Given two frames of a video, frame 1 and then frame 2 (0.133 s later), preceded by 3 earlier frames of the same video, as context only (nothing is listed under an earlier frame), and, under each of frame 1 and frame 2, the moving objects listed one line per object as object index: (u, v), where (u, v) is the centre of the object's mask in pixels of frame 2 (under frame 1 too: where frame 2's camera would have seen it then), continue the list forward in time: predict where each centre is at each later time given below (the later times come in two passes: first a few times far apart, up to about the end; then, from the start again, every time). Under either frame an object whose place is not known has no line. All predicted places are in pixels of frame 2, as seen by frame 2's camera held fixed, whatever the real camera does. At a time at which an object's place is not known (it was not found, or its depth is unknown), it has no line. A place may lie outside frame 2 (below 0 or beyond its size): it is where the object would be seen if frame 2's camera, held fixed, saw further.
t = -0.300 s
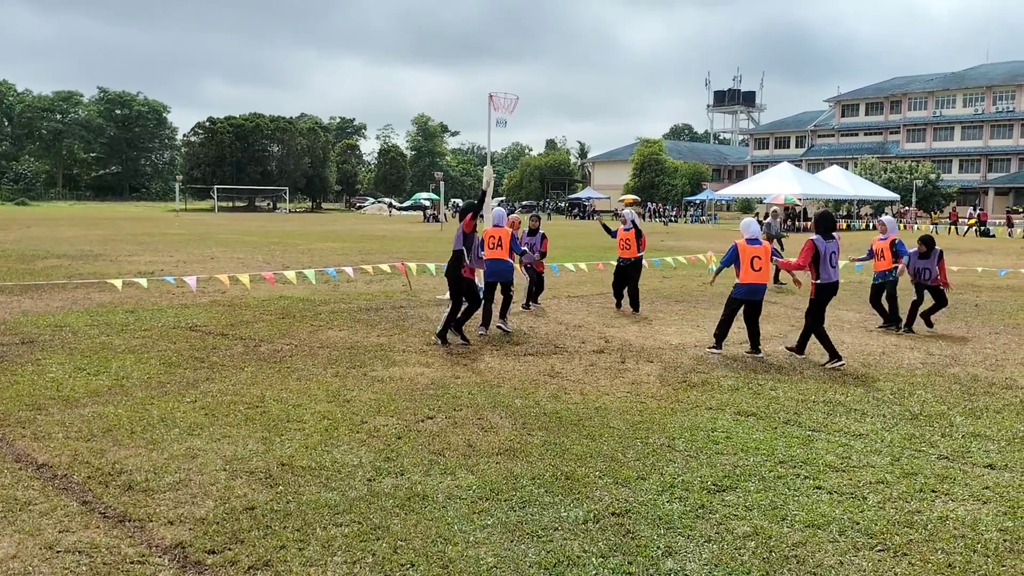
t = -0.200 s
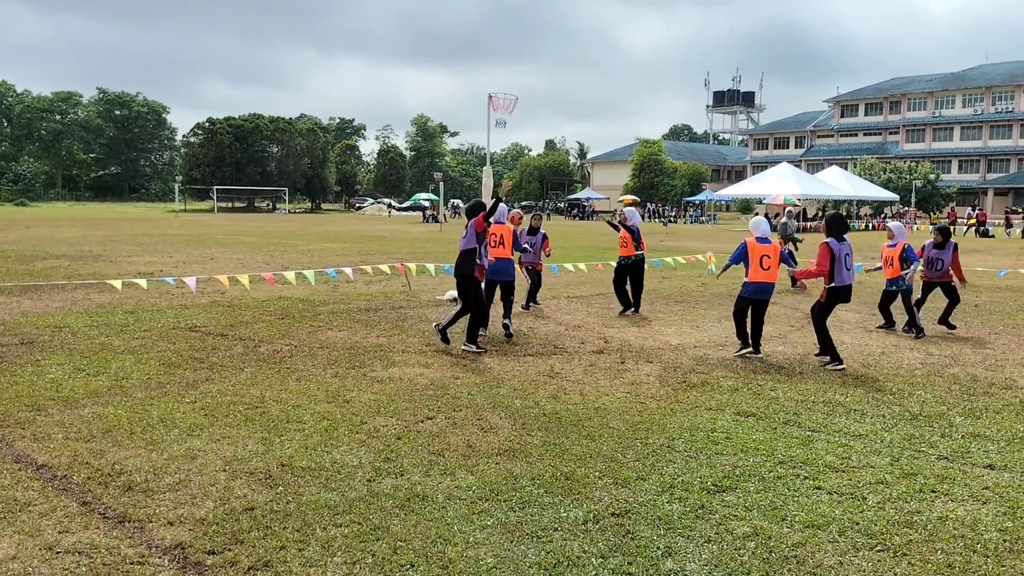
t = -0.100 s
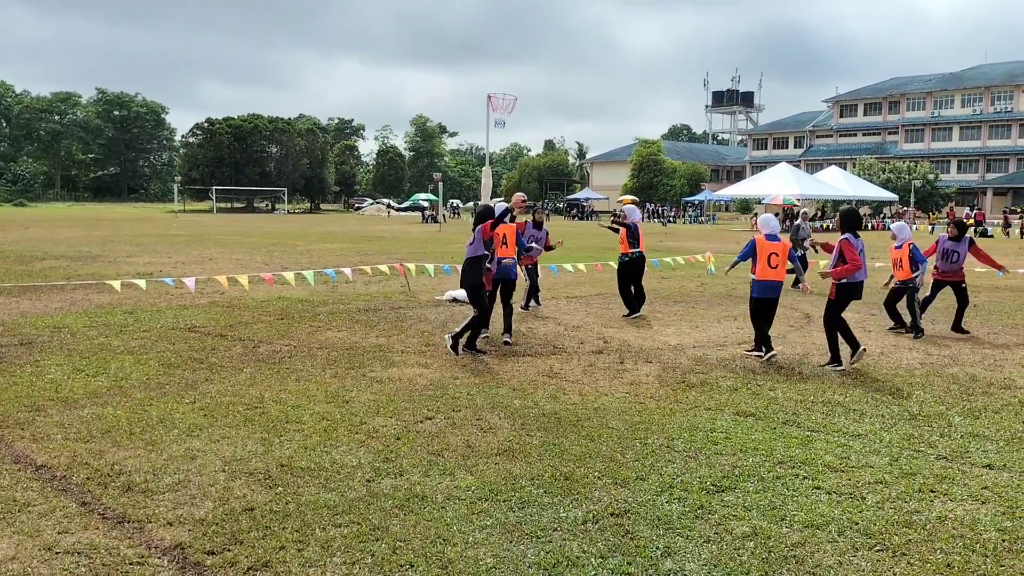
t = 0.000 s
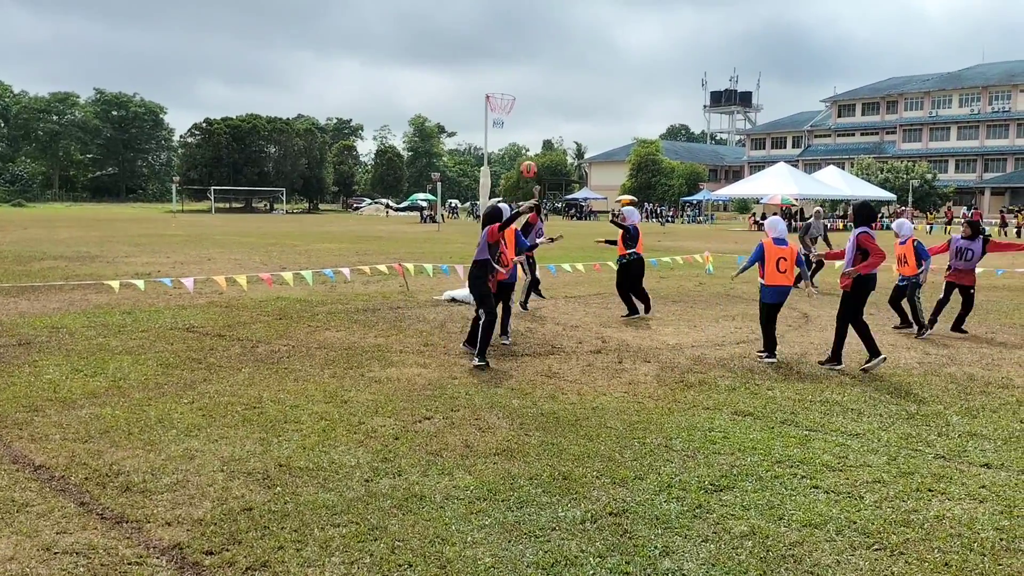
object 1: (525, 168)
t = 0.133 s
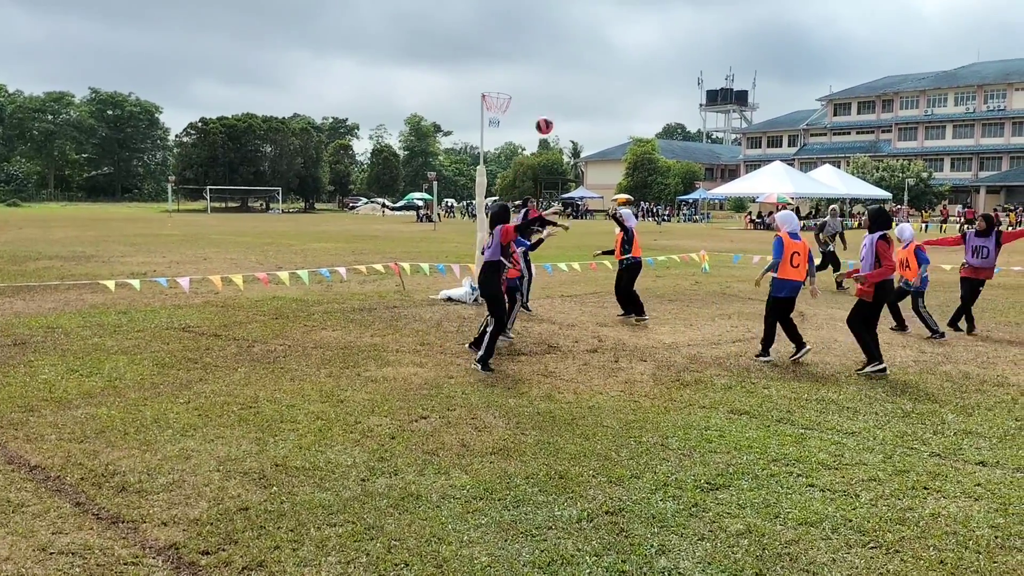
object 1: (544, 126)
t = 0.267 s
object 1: (566, 90)
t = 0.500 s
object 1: (613, 54)
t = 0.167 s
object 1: (549, 116)
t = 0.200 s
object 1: (555, 107)
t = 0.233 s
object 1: (560, 98)
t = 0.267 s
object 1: (566, 90)
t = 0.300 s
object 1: (572, 83)
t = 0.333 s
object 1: (578, 76)
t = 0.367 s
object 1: (584, 70)
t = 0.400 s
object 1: (591, 64)
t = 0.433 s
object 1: (598, 60)
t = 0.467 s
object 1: (605, 57)
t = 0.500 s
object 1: (613, 54)
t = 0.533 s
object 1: (621, 52)
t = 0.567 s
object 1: (629, 51)
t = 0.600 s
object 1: (637, 52)
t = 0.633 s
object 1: (646, 54)
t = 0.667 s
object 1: (655, 57)
